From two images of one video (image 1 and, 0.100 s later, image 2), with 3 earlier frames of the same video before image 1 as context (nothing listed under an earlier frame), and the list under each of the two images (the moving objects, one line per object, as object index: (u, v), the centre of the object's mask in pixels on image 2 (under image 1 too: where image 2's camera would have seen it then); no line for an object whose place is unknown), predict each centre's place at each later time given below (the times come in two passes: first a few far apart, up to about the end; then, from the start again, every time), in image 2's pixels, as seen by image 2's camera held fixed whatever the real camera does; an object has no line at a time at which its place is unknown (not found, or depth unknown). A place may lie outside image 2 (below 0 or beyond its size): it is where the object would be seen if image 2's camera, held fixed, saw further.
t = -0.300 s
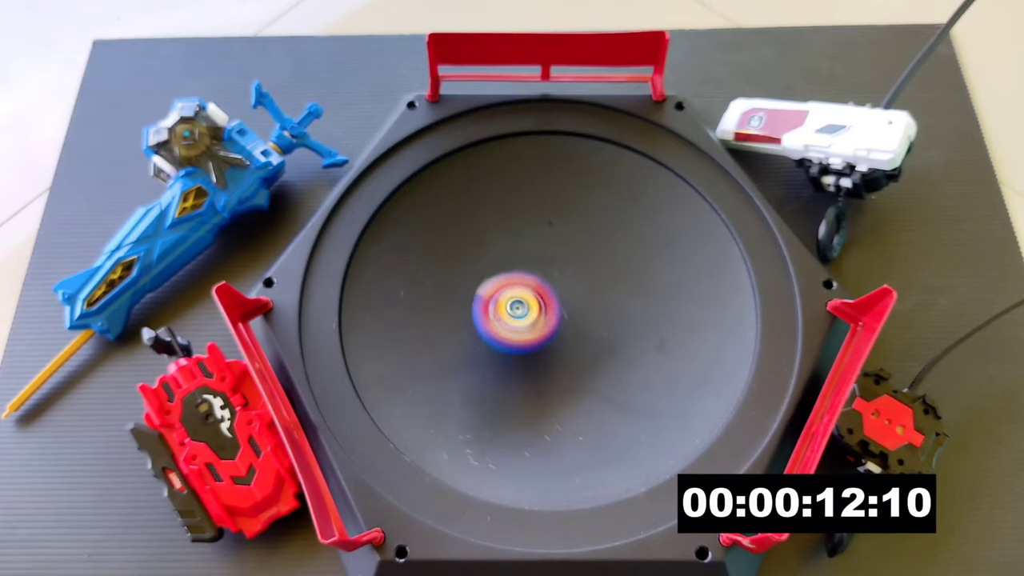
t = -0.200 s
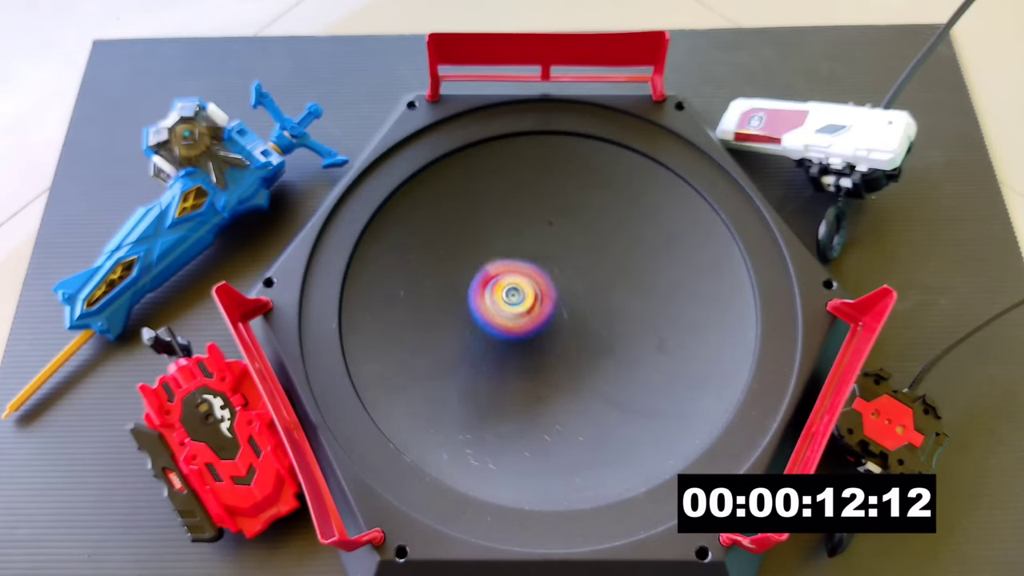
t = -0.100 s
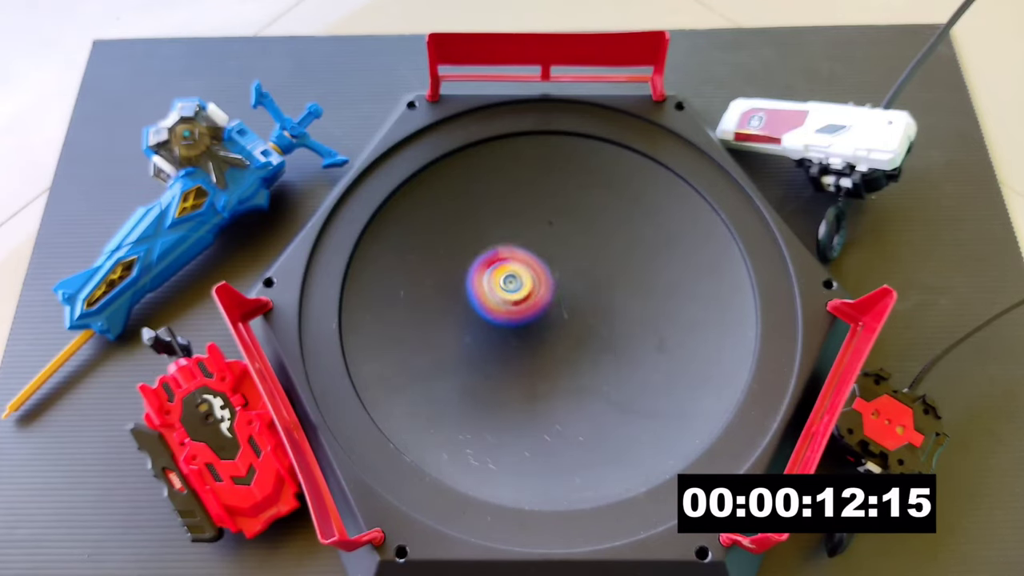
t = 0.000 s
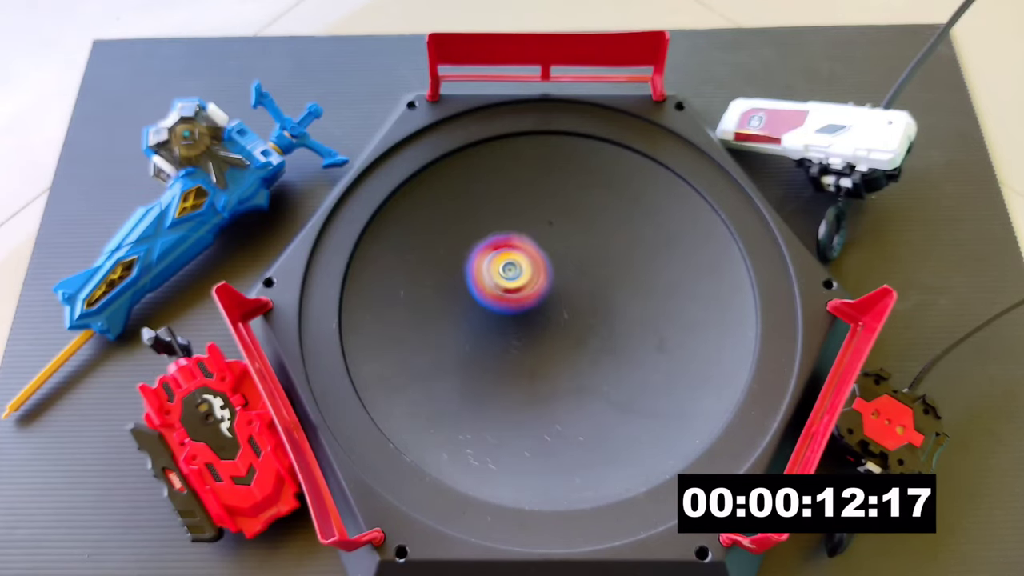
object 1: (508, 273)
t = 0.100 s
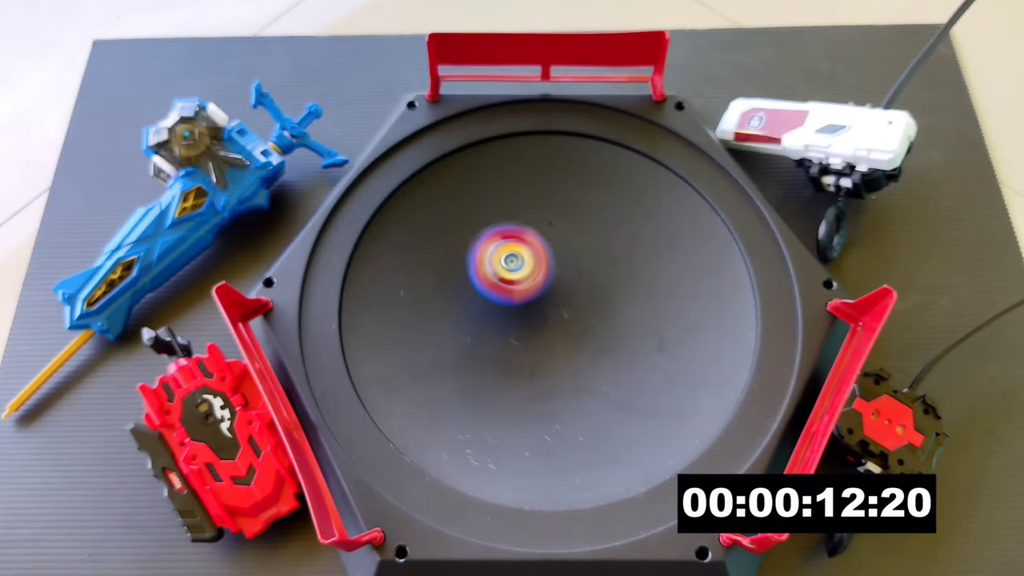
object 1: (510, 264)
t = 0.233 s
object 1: (517, 257)
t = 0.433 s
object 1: (536, 258)
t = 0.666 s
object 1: (564, 274)
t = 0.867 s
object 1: (585, 294)
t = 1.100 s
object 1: (592, 312)
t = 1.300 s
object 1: (580, 321)
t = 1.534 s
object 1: (549, 317)
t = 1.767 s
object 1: (513, 305)
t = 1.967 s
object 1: (497, 292)
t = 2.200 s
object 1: (501, 282)
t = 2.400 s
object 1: (521, 274)
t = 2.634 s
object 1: (558, 275)
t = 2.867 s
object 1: (588, 283)
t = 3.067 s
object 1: (596, 290)
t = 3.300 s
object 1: (582, 300)
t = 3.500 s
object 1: (553, 309)
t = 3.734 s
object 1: (515, 310)
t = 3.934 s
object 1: (498, 306)
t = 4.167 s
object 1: (501, 295)
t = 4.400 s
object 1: (527, 282)
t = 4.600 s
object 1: (557, 274)
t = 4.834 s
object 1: (586, 277)
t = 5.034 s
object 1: (594, 284)
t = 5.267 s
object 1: (579, 295)
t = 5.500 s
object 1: (547, 306)
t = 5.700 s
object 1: (515, 307)
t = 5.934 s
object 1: (496, 305)
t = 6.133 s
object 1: (501, 298)
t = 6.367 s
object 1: (530, 288)
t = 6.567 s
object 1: (558, 281)
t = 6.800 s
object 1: (586, 282)
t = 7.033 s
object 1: (593, 288)
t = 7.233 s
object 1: (580, 293)
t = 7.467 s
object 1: (545, 297)
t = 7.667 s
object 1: (513, 295)
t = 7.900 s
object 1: (493, 292)
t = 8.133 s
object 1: (504, 292)
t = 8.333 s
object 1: (530, 291)
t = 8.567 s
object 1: (565, 295)
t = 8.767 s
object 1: (585, 302)
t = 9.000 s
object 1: (590, 306)
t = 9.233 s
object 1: (571, 302)
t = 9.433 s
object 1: (545, 293)
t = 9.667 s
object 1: (518, 276)
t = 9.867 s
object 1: (508, 268)
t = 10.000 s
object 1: (509, 267)
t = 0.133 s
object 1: (511, 262)
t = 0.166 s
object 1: (513, 260)
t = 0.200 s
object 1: (515, 258)
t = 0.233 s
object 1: (517, 257)
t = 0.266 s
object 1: (520, 257)
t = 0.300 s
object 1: (523, 256)
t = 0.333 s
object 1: (526, 256)
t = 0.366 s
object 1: (529, 257)
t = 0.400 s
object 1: (532, 257)
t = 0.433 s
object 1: (536, 258)
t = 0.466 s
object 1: (540, 260)
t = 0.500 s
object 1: (543, 261)
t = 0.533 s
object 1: (547, 263)
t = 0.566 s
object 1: (552, 266)
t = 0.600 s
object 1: (556, 268)
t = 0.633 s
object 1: (560, 271)
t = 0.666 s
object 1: (564, 274)
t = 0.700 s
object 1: (568, 277)
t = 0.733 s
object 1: (572, 281)
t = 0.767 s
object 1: (576, 284)
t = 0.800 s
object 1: (579, 287)
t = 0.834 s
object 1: (583, 291)
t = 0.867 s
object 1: (585, 294)
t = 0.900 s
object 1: (588, 297)
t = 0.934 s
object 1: (589, 300)
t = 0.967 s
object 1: (591, 303)
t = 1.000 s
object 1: (592, 305)
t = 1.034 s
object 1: (592, 308)
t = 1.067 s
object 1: (592, 310)
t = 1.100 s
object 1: (592, 312)
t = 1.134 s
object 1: (591, 314)
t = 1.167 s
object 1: (590, 316)
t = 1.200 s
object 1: (587, 317)
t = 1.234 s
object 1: (585, 319)
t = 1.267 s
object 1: (583, 320)
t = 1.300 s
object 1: (580, 321)
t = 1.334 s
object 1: (576, 321)
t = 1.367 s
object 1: (573, 321)
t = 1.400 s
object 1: (569, 321)
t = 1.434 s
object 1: (564, 320)
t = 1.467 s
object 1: (560, 320)
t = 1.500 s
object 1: (555, 318)
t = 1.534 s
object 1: (549, 317)
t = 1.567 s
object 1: (543, 316)
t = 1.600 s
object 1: (537, 314)
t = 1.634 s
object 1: (532, 313)
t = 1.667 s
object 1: (527, 311)
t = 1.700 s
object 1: (522, 309)
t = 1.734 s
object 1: (517, 307)
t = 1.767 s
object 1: (513, 305)
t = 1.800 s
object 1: (509, 303)
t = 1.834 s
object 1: (505, 301)
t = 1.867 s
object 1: (503, 299)
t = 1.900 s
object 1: (500, 297)
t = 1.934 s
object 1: (498, 295)
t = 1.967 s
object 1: (497, 292)
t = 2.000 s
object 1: (496, 290)
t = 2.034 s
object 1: (495, 288)
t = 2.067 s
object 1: (495, 287)
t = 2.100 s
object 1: (495, 285)
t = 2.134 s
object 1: (497, 284)
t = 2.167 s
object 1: (499, 283)
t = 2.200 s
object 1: (501, 282)
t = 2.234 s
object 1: (504, 281)
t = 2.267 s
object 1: (507, 280)
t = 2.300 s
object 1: (511, 278)
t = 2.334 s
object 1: (514, 277)
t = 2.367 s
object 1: (518, 275)
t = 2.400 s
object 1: (521, 274)
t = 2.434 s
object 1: (526, 274)
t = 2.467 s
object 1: (531, 274)
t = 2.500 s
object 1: (536, 274)
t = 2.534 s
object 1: (541, 274)
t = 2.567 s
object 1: (546, 274)
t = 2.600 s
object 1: (552, 275)
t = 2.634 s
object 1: (558, 275)
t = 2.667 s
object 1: (563, 275)
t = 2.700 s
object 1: (569, 276)
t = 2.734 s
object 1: (573, 277)
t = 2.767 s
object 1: (577, 278)
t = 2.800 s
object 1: (581, 280)
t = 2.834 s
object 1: (585, 282)
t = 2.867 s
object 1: (588, 283)
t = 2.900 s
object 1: (592, 285)
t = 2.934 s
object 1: (594, 286)
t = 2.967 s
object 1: (596, 287)
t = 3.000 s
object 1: (597, 288)
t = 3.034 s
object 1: (597, 289)
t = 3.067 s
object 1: (596, 290)
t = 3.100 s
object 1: (596, 293)
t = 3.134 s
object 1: (596, 294)
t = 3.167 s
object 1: (594, 296)
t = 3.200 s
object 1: (593, 297)
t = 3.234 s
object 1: (590, 298)
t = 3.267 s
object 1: (586, 299)
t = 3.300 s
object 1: (582, 300)
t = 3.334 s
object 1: (577, 302)
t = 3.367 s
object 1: (573, 303)
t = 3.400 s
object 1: (569, 305)
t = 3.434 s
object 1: (564, 307)
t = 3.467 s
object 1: (559, 307)
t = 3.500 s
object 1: (553, 309)
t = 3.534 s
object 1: (547, 309)
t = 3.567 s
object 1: (540, 310)
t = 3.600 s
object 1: (535, 311)
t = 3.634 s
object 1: (529, 311)
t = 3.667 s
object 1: (525, 312)
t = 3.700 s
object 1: (520, 311)
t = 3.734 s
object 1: (515, 310)
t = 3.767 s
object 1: (511, 309)
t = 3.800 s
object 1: (506, 309)
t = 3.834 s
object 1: (504, 309)
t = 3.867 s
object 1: (502, 309)
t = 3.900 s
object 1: (500, 307)
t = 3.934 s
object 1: (498, 306)
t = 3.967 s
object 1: (497, 303)
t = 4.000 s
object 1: (495, 302)
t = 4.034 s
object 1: (496, 301)
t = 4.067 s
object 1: (497, 301)
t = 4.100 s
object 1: (499, 299)
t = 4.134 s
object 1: (500, 297)
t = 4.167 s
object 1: (501, 295)
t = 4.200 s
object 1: (503, 293)
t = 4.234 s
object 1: (506, 292)
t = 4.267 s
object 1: (510, 291)
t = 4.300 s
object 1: (515, 289)
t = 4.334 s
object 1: (519, 286)
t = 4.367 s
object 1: (522, 284)
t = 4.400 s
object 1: (527, 282)
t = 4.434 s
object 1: (532, 281)
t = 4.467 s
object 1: (537, 280)
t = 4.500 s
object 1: (542, 278)
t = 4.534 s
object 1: (546, 275)
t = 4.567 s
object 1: (551, 275)
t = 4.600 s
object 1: (557, 274)
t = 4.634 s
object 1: (562, 275)
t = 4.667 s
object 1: (566, 275)
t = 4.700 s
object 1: (571, 274)
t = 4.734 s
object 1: (574, 274)
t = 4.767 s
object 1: (578, 275)
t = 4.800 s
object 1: (582, 276)
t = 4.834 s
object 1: (586, 277)
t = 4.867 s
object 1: (588, 278)
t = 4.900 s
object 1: (589, 278)
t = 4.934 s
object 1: (591, 280)
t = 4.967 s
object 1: (593, 281)
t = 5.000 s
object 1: (594, 283)
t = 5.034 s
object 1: (594, 284)
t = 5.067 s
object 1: (593, 285)
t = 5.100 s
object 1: (592, 287)
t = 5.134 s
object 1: (591, 289)
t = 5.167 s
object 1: (589, 290)
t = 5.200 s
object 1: (587, 291)
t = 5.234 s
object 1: (582, 292)
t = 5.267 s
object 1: (579, 295)
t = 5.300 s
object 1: (576, 297)
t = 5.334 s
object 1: (572, 298)
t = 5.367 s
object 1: (568, 299)
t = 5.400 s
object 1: (562, 301)
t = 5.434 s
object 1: (556, 303)
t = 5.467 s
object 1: (552, 305)
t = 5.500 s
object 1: (547, 306)
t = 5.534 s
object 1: (541, 306)
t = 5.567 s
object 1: (534, 307)
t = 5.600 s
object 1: (529, 308)
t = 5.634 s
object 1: (525, 308)
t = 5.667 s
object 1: (520, 307)
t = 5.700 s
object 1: (515, 307)
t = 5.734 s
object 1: (510, 307)
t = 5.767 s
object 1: (507, 308)
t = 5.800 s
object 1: (504, 308)
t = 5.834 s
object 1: (500, 306)
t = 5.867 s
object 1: (497, 306)
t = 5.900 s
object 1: (497, 305)
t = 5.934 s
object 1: (496, 305)
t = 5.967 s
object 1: (495, 303)
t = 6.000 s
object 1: (494, 302)
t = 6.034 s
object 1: (496, 302)
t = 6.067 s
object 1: (497, 301)
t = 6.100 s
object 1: (500, 299)
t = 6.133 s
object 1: (501, 298)
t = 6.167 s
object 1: (504, 297)
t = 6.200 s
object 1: (508, 297)
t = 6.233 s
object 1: (512, 295)
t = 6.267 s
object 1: (515, 293)
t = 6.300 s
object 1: (519, 291)
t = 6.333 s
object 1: (524, 290)
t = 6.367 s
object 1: (530, 288)
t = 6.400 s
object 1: (533, 285)
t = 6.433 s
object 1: (538, 285)
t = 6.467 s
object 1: (544, 284)
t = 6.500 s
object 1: (550, 282)
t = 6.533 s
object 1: (553, 281)
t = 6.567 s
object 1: (558, 281)
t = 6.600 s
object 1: (564, 281)
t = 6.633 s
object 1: (569, 281)
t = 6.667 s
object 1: (572, 280)
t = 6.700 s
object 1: (576, 282)
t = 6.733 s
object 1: (581, 283)
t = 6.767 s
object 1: (584, 282)
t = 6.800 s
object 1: (586, 282)
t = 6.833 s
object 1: (589, 283)
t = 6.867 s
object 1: (591, 284)
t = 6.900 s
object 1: (593, 284)
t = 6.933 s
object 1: (593, 286)
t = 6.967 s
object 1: (593, 287)
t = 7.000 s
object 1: (594, 288)
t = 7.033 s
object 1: (593, 288)
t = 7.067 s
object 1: (592, 289)
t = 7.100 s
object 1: (591, 290)
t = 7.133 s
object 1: (589, 290)
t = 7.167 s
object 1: (585, 290)
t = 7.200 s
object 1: (583, 292)
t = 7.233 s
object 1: (580, 293)
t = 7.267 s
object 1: (576, 293)
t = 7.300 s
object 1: (570, 294)
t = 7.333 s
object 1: (566, 295)
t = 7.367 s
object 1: (562, 296)
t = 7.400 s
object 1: (555, 296)
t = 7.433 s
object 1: (550, 296)
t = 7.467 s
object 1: (545, 297)
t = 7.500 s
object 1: (540, 297)
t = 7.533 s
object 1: (533, 296)
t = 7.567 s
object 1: (529, 296)
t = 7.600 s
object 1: (524, 297)
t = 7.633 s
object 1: (519, 295)
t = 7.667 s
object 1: (513, 295)
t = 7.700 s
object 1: (510, 295)
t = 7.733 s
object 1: (506, 294)
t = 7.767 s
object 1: (502, 293)
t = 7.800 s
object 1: (499, 293)
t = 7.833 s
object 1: (497, 292)
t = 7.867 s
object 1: (495, 291)
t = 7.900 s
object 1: (493, 292)
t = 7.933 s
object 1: (494, 292)
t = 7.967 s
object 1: (495, 291)
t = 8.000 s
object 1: (495, 292)
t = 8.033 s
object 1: (497, 293)
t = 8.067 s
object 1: (499, 292)
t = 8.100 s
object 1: (501, 291)
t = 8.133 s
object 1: (504, 292)
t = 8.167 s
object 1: (509, 292)
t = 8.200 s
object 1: (512, 291)
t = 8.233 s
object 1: (516, 292)
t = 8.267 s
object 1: (521, 292)
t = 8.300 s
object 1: (526, 290)
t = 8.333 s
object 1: (530, 291)
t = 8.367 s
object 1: (536, 292)
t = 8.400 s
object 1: (541, 291)
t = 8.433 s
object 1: (545, 292)
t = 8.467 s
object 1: (551, 292)
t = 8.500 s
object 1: (556, 293)
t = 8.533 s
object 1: (560, 293)
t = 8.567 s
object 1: (565, 295)
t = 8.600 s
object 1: (569, 296)
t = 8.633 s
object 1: (572, 296)
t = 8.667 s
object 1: (576, 298)
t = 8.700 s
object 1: (581, 300)
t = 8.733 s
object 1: (583, 300)
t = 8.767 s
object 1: (585, 302)
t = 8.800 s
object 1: (588, 303)
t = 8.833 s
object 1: (589, 303)
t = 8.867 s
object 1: (589, 305)
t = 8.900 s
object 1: (590, 306)
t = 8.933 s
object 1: (590, 306)
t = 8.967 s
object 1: (589, 307)
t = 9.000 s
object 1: (590, 306)
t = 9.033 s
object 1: (588, 305)
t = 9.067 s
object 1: (585, 306)
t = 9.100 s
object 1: (584, 306)
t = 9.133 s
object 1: (581, 304)
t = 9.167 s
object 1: (577, 304)
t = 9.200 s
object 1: (575, 304)
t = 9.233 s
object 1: (571, 302)
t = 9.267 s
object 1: (566, 301)
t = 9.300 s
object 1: (562, 300)
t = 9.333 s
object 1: (558, 298)
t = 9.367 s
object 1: (553, 297)
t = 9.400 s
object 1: (550, 296)
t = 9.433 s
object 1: (545, 293)
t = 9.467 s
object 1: (541, 290)
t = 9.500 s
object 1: (537, 288)
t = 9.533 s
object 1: (532, 284)
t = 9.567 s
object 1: (528, 283)
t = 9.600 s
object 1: (526, 281)
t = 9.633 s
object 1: (522, 277)
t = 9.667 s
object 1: (518, 276)
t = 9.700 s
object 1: (516, 274)
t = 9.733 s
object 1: (513, 271)
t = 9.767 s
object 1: (511, 271)
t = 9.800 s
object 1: (510, 269)
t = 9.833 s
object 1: (508, 268)
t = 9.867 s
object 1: (508, 268)
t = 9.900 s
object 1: (508, 266)
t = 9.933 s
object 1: (508, 267)
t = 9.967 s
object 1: (509, 268)
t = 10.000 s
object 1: (509, 267)
